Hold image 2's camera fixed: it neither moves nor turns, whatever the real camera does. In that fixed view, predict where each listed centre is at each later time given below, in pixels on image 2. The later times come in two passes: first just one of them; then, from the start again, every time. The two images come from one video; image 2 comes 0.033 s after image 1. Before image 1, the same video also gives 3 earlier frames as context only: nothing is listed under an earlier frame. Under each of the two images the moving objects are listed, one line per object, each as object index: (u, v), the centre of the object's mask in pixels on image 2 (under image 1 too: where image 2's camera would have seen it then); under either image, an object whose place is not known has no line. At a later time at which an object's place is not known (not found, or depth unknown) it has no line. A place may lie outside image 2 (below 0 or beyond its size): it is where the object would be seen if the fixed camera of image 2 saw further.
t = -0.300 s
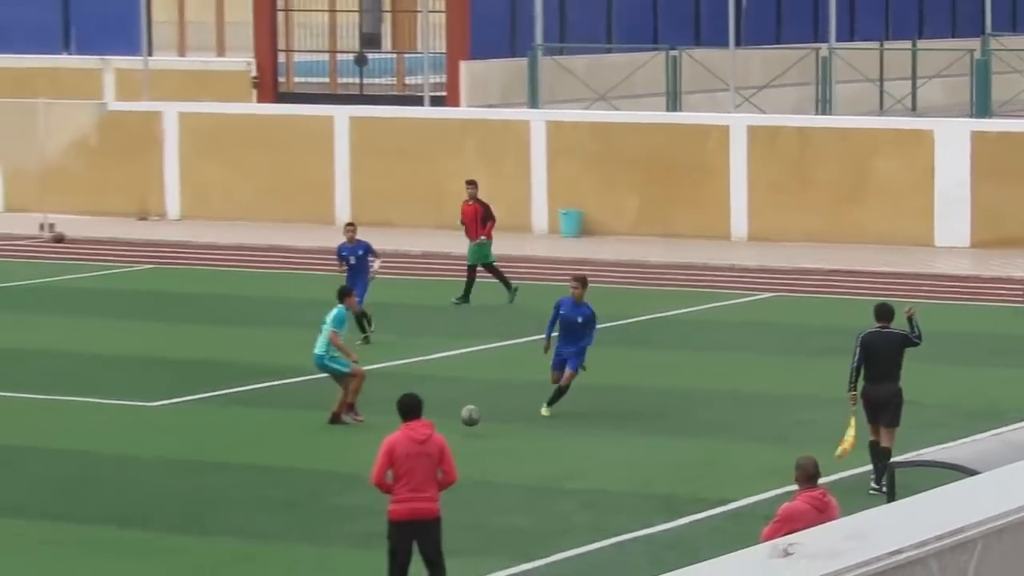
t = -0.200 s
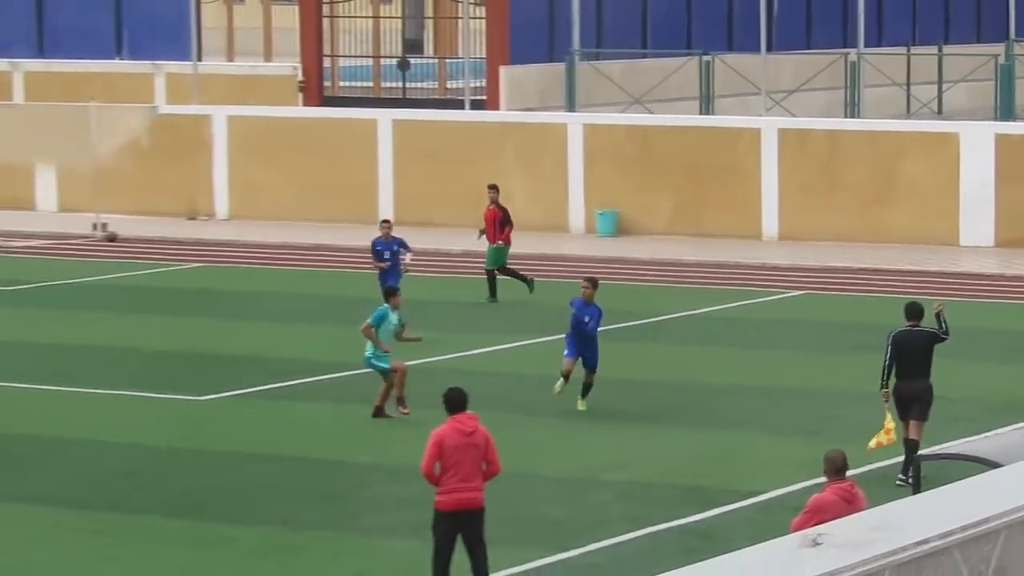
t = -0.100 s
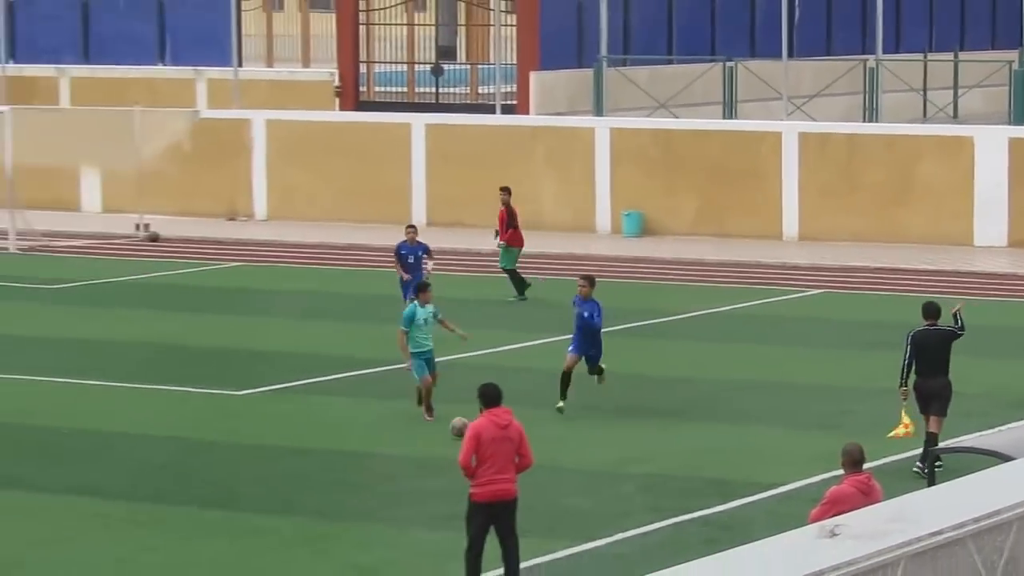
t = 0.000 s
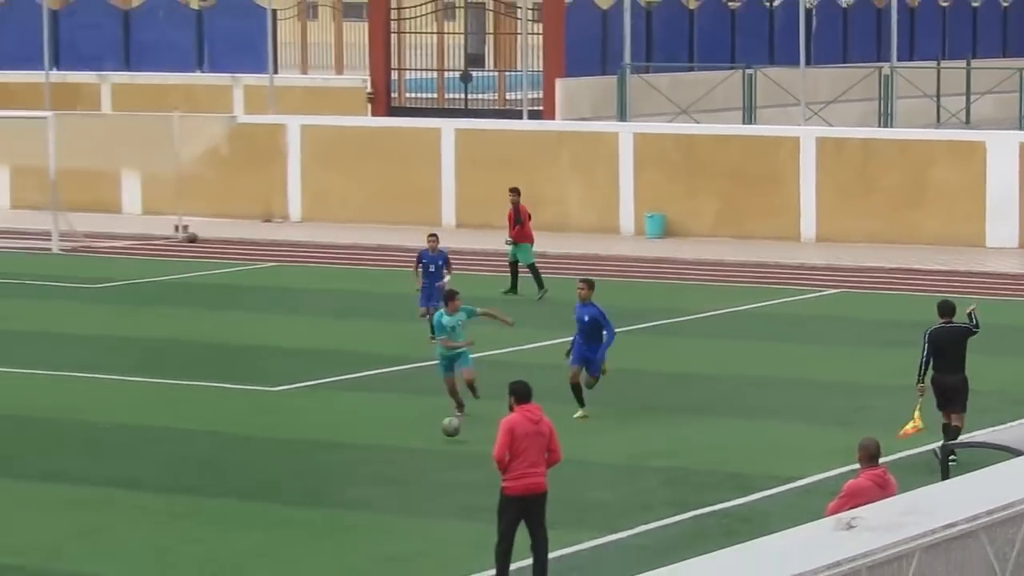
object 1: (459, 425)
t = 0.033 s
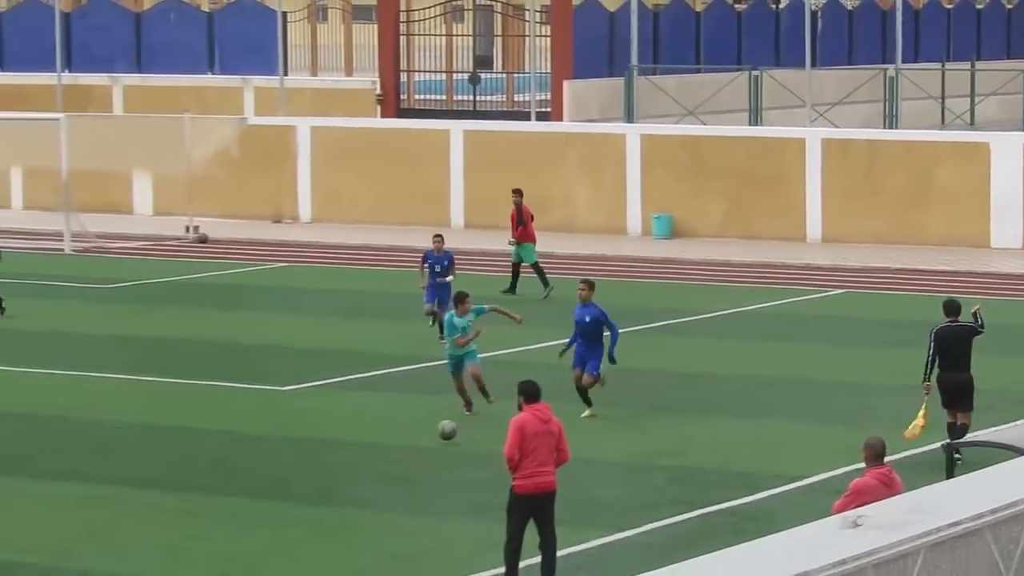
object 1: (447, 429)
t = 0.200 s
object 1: (383, 446)
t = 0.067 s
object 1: (434, 434)
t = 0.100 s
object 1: (422, 440)
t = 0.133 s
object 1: (410, 442)
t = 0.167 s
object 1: (397, 443)
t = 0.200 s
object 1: (383, 446)
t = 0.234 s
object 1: (370, 449)
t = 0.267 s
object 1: (357, 453)
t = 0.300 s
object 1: (344, 459)
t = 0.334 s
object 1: (330, 460)
